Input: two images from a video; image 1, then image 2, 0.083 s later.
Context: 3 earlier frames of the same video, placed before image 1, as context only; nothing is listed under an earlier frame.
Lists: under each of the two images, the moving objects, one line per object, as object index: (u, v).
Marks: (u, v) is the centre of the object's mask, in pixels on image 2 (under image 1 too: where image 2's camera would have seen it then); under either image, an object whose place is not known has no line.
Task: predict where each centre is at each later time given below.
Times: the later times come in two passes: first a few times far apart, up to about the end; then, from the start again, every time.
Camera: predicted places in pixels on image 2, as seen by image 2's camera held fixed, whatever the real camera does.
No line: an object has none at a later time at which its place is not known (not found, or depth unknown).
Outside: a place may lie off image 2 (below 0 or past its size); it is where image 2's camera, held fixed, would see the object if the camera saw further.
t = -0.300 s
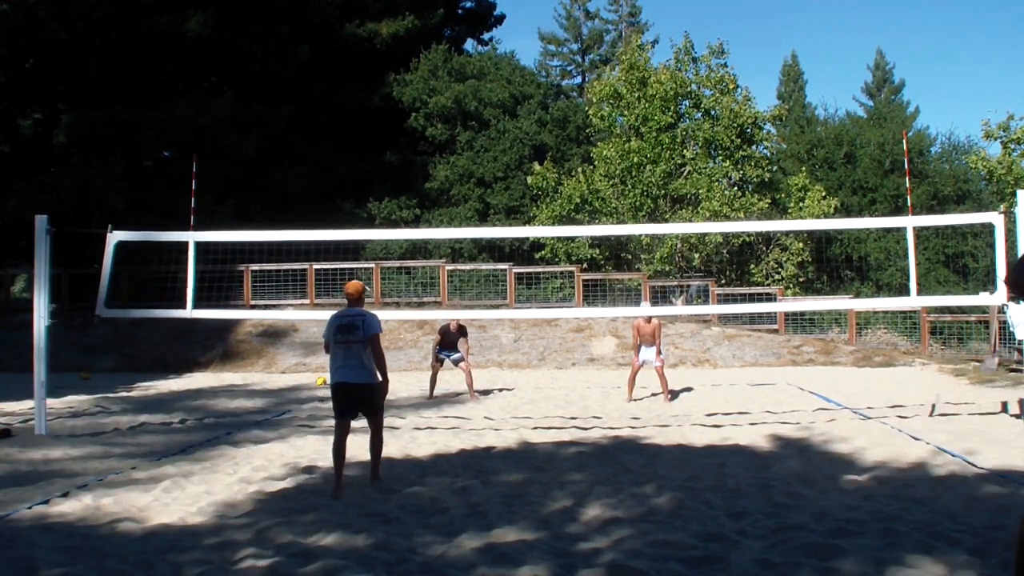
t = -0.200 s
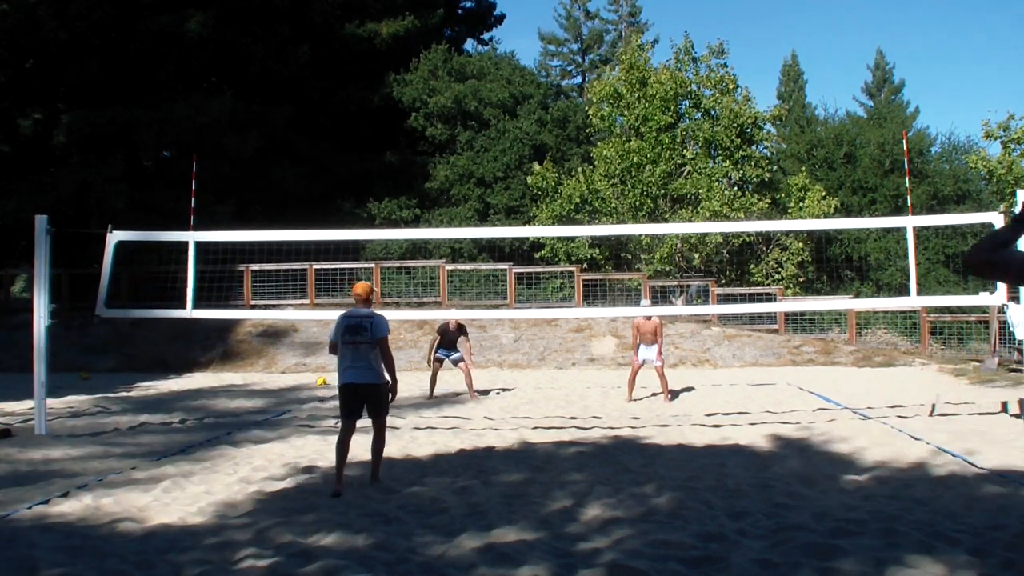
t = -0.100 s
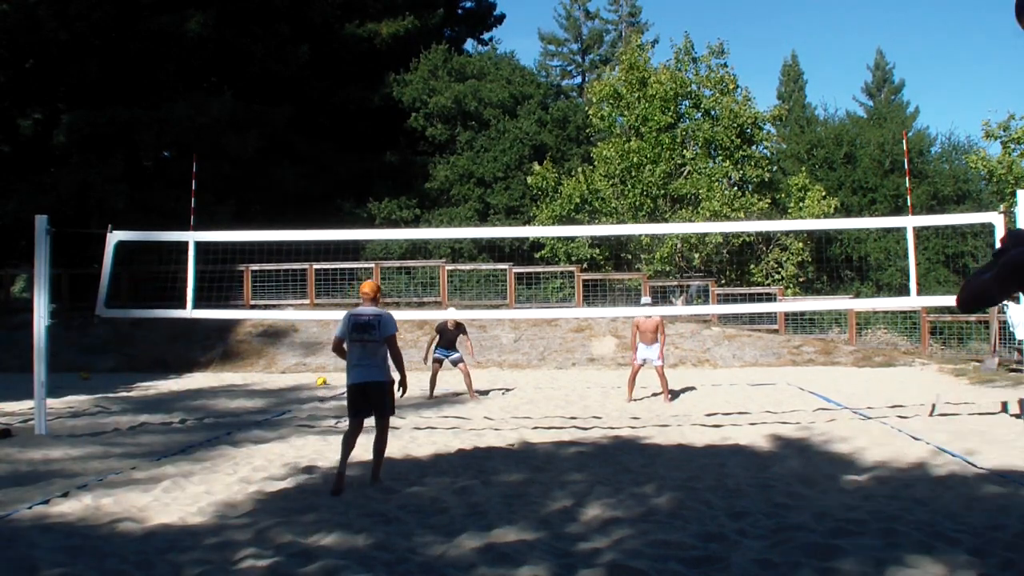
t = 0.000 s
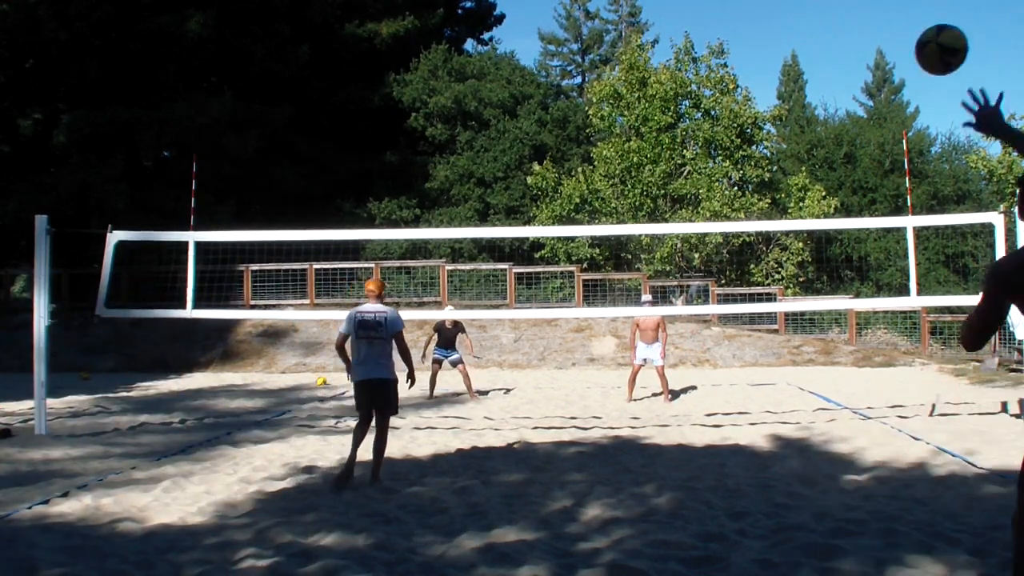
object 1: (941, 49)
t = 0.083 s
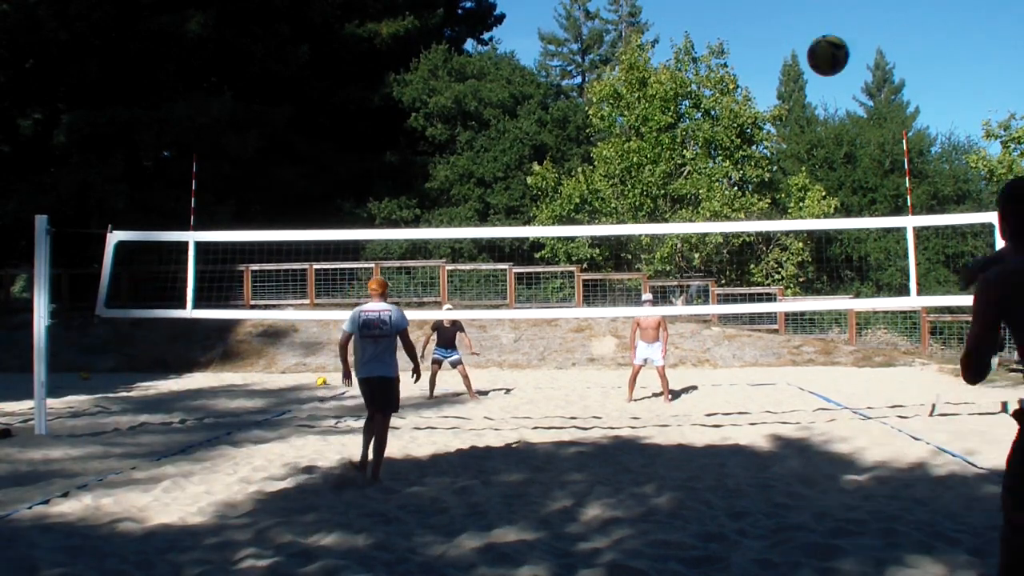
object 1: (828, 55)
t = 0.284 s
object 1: (673, 96)
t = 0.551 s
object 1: (575, 190)
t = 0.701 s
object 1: (546, 248)
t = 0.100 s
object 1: (810, 57)
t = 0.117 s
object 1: (794, 60)
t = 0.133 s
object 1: (778, 63)
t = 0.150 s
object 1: (764, 65)
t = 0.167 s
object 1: (750, 69)
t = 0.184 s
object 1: (737, 72)
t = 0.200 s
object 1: (724, 76)
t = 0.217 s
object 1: (714, 79)
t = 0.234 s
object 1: (703, 83)
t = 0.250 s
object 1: (692, 87)
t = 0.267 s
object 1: (682, 92)
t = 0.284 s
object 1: (673, 96)
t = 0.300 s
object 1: (664, 101)
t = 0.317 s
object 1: (656, 106)
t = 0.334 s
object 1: (648, 111)
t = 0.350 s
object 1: (640, 117)
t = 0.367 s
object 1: (634, 124)
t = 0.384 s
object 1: (627, 129)
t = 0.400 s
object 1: (621, 134)
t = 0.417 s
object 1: (615, 140)
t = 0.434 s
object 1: (609, 146)
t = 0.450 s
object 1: (603, 153)
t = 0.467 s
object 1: (597, 159)
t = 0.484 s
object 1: (593, 165)
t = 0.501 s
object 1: (588, 171)
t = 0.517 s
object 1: (583, 177)
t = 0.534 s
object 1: (579, 183)
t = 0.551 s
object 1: (575, 190)
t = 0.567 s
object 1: (572, 196)
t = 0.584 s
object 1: (568, 203)
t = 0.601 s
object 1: (564, 209)
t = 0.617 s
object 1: (561, 215)
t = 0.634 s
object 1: (558, 220)
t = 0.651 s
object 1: (555, 223)
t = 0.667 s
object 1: (551, 239)
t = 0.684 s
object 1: (549, 243)
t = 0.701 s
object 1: (546, 248)
